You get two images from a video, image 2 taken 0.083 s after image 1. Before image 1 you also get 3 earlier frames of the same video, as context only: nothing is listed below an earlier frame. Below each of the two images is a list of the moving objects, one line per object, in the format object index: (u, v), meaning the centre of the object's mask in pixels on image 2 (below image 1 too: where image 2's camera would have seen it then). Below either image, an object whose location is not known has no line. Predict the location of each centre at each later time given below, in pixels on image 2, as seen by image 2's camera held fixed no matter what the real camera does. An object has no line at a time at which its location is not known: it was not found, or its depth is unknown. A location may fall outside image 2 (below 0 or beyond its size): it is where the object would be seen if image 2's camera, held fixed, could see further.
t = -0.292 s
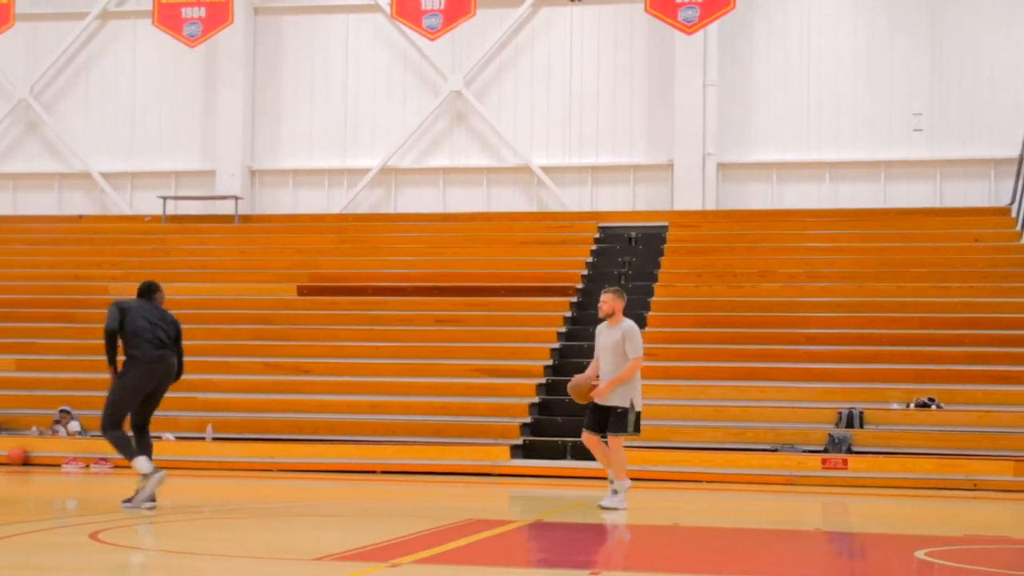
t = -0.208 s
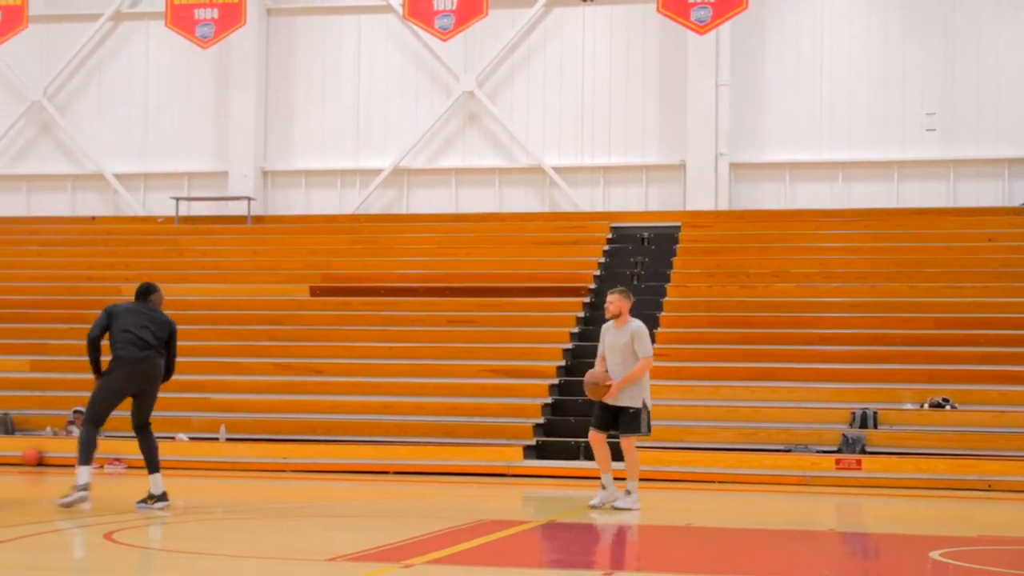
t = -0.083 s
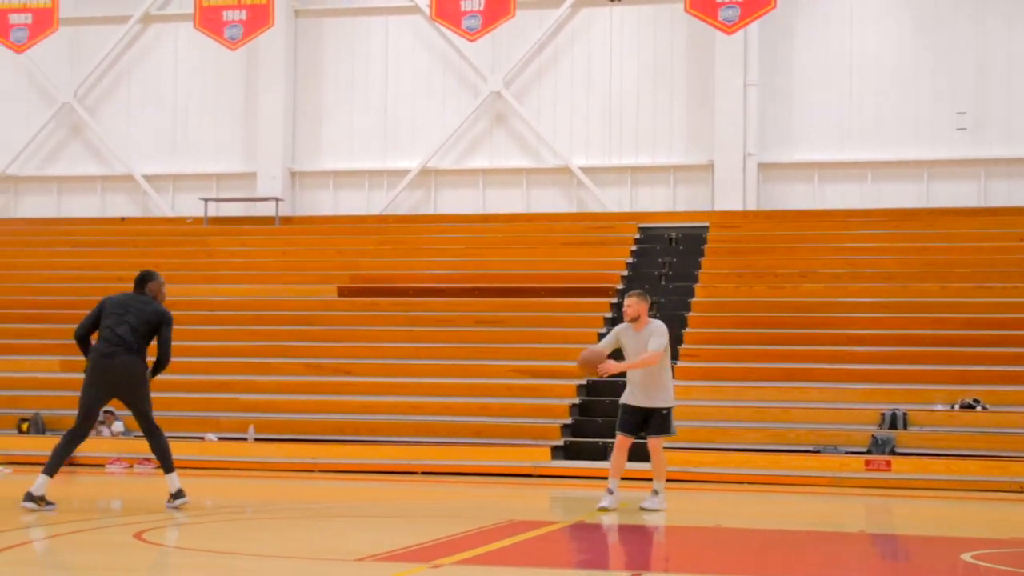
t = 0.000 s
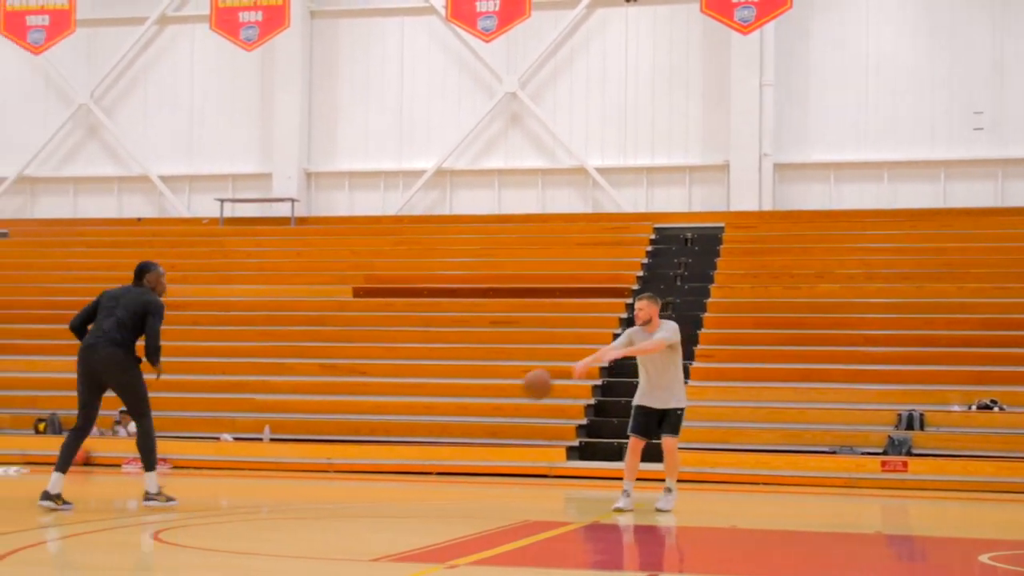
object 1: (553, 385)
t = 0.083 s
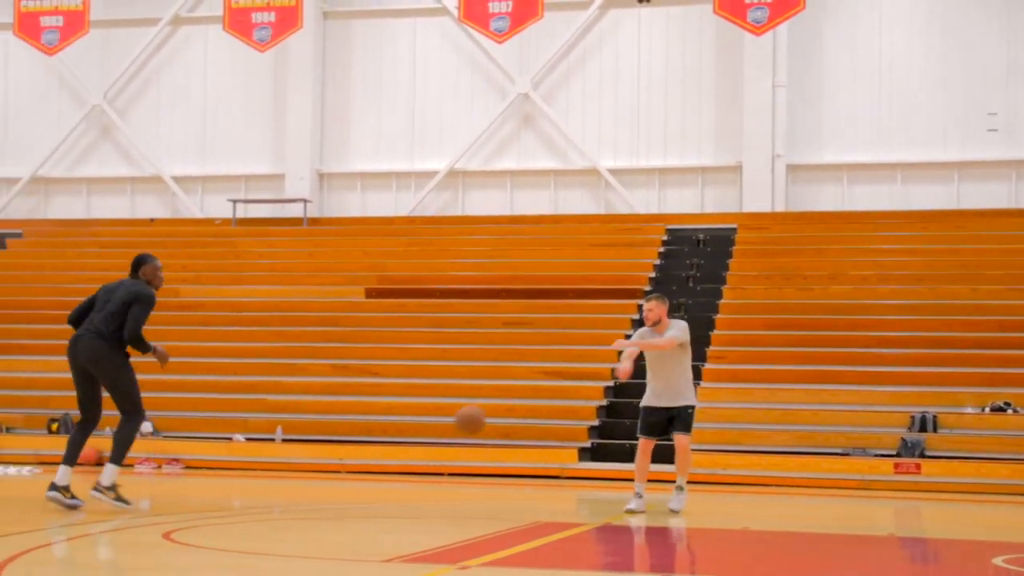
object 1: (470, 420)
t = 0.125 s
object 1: (436, 438)
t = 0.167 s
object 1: (383, 468)
